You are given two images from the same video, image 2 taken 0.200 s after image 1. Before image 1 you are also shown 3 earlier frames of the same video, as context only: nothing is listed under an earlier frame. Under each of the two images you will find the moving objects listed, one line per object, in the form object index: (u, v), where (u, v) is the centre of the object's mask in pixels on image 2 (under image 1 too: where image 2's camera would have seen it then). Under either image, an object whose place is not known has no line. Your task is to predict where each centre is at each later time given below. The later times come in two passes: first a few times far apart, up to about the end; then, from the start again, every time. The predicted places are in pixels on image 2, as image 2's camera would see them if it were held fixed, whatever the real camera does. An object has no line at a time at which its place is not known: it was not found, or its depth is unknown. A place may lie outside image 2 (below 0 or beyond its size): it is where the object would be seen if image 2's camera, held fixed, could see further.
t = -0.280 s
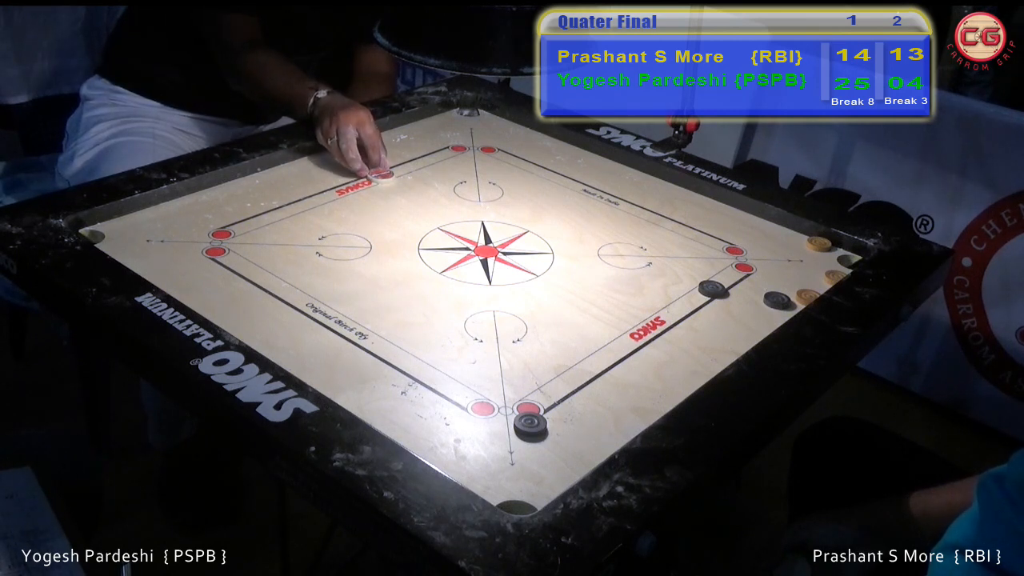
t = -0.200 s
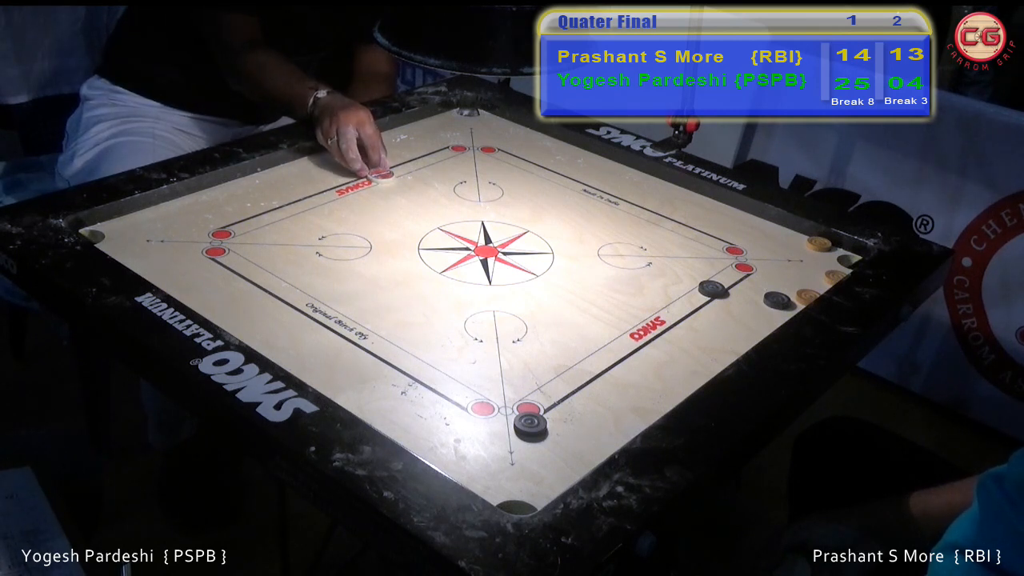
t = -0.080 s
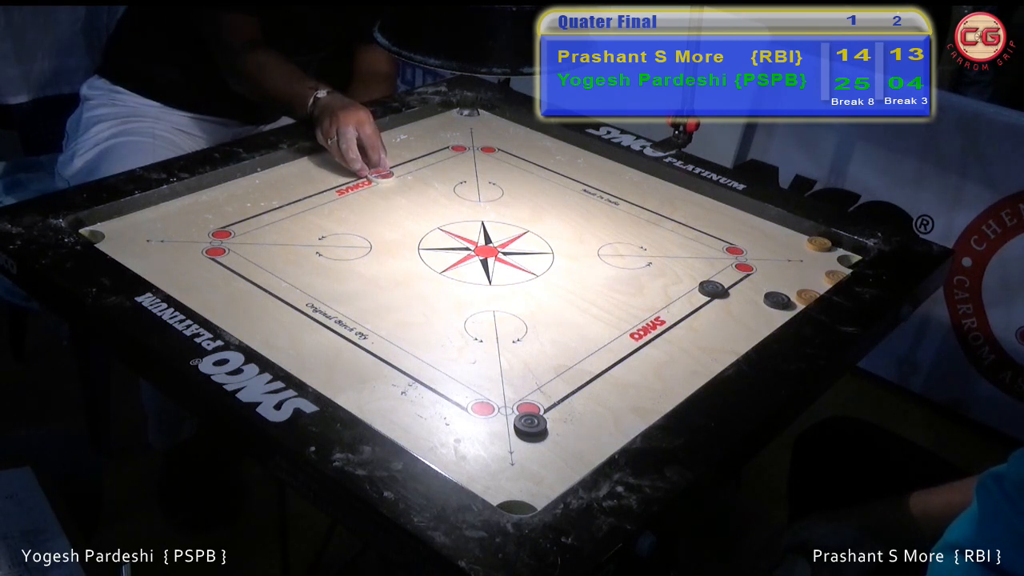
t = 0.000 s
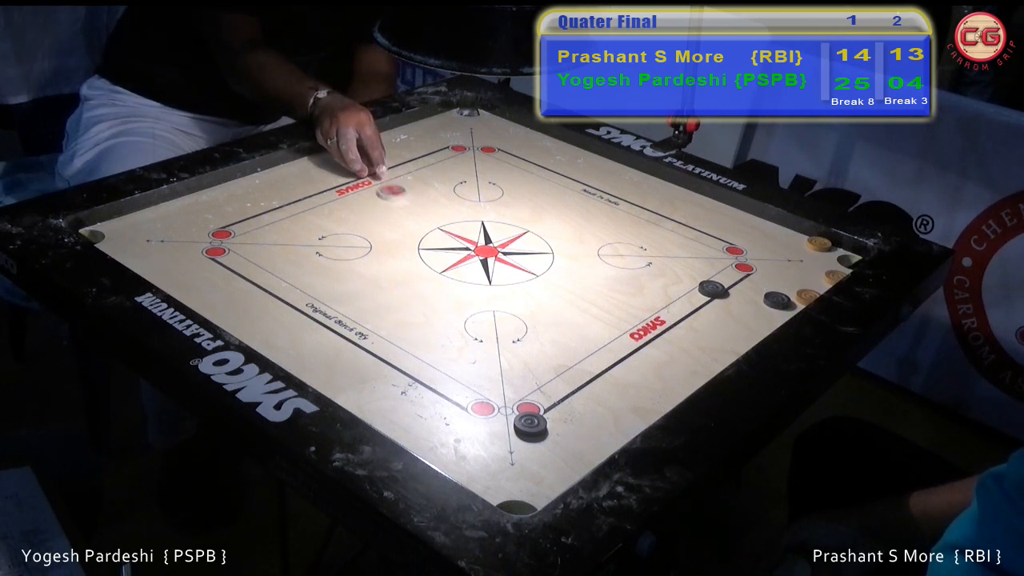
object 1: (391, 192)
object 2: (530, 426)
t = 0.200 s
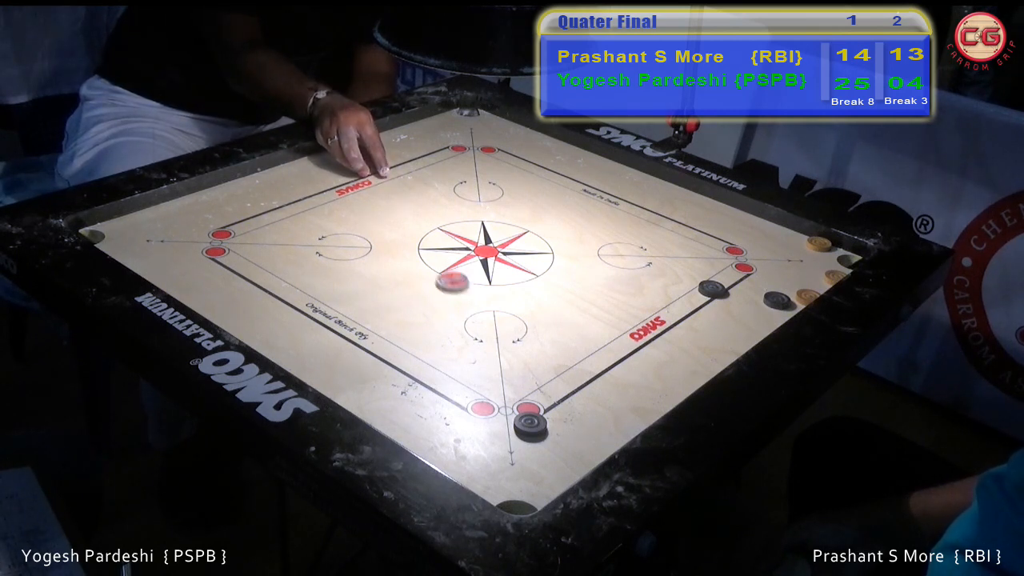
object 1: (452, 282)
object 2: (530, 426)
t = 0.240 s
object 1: (465, 301)
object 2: (530, 426)
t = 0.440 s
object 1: (535, 399)
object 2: (530, 426)
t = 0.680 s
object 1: (593, 447)
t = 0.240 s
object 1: (465, 301)
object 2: (530, 426)
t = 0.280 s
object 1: (478, 320)
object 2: (530, 426)
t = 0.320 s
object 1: (492, 340)
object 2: (530, 426)
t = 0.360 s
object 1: (507, 359)
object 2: (530, 426)
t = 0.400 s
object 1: (521, 380)
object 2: (530, 426)
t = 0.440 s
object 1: (535, 399)
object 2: (530, 426)
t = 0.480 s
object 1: (551, 414)
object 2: (527, 444)
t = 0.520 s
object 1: (566, 426)
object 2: (524, 467)
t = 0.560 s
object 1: (579, 435)
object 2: (520, 487)
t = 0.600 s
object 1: (591, 445)
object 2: (517, 504)
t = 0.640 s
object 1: (598, 450)
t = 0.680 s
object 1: (593, 447)
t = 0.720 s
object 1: (586, 444)
